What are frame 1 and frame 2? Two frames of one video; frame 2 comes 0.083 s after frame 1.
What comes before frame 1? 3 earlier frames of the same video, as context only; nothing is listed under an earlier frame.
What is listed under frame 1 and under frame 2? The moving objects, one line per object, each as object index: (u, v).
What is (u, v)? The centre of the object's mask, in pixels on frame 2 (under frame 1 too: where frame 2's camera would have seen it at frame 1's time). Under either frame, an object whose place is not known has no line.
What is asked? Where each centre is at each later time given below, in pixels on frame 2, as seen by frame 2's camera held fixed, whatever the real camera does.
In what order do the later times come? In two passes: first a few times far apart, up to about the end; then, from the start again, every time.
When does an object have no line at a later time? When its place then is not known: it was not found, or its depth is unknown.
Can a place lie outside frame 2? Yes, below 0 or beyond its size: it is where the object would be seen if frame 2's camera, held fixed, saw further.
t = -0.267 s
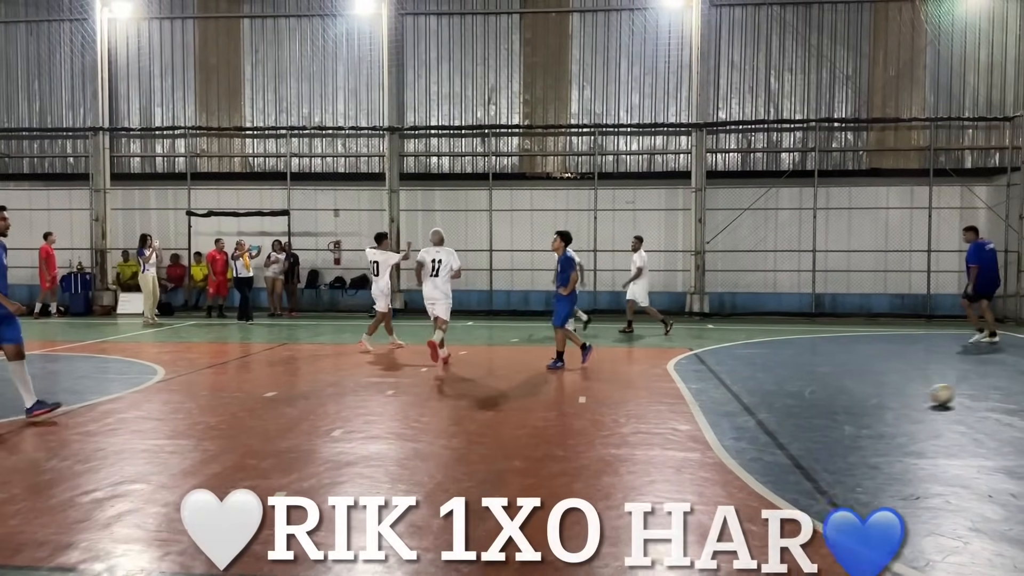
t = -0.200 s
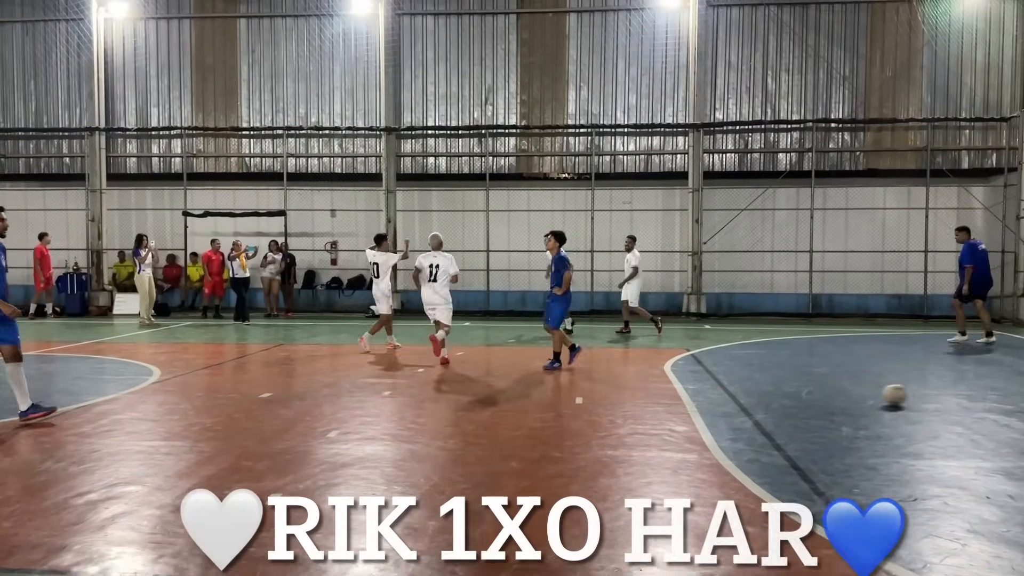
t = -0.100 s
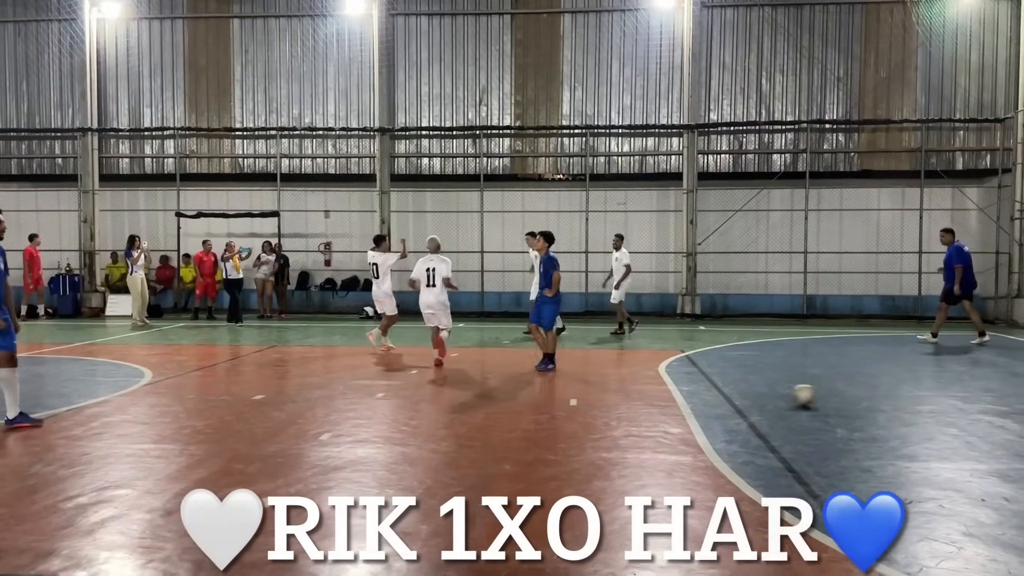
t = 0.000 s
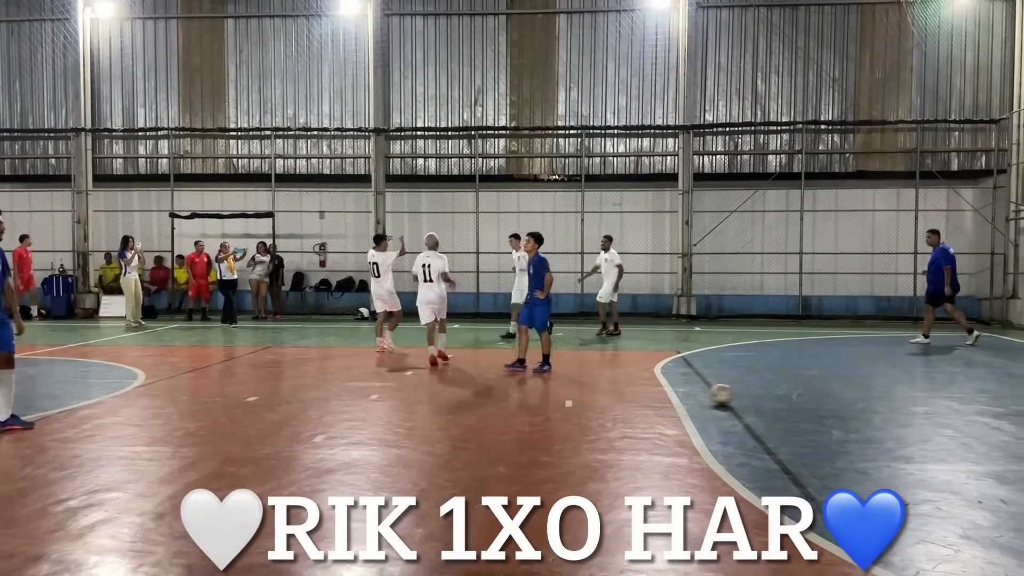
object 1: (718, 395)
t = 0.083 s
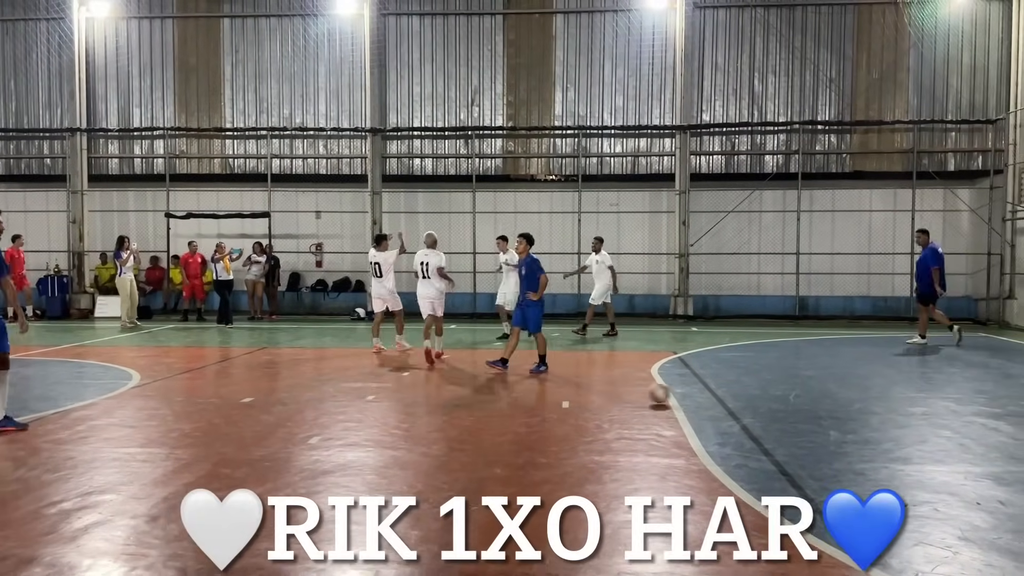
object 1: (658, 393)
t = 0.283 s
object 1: (534, 391)
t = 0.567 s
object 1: (370, 391)
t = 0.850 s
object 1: (210, 390)
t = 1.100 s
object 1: (75, 389)
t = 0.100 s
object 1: (648, 393)
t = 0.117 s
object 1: (638, 393)
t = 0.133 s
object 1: (625, 393)
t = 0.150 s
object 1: (615, 394)
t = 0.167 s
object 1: (606, 394)
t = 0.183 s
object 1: (594, 391)
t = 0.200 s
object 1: (584, 390)
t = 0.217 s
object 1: (574, 389)
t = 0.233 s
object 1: (563, 389)
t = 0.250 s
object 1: (554, 390)
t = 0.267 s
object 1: (543, 390)
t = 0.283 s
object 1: (534, 391)
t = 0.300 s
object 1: (525, 392)
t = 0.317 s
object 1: (514, 391)
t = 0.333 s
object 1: (504, 391)
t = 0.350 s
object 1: (494, 392)
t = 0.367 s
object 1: (485, 391)
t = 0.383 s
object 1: (476, 391)
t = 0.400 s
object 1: (466, 392)
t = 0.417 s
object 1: (456, 391)
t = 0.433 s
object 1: (446, 392)
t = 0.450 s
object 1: (436, 392)
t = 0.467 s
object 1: (428, 393)
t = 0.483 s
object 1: (417, 392)
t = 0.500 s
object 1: (408, 392)
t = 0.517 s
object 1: (397, 391)
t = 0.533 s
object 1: (389, 391)
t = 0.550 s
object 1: (379, 392)
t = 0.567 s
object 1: (370, 391)
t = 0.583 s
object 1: (361, 391)
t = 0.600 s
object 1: (350, 390)
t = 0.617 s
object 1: (340, 389)
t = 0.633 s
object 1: (331, 389)
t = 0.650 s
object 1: (320, 391)
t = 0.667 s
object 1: (312, 391)
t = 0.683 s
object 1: (303, 390)
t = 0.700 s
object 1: (292, 390)
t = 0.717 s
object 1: (284, 389)
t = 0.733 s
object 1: (273, 389)
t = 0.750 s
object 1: (264, 389)
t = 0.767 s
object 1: (254, 389)
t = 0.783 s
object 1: (247, 390)
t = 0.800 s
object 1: (237, 391)
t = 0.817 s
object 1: (228, 391)
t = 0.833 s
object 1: (217, 391)
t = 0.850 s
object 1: (210, 390)
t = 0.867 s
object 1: (199, 390)
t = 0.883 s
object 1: (191, 390)
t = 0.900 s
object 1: (181, 389)
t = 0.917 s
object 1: (173, 390)
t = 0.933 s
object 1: (163, 390)
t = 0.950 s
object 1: (154, 391)
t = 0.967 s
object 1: (144, 390)
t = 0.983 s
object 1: (136, 390)
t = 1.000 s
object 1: (128, 388)
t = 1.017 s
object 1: (118, 389)
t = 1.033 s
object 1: (110, 389)
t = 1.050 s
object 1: (101, 390)
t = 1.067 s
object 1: (92, 390)
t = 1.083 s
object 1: (84, 390)
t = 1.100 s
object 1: (75, 389)
